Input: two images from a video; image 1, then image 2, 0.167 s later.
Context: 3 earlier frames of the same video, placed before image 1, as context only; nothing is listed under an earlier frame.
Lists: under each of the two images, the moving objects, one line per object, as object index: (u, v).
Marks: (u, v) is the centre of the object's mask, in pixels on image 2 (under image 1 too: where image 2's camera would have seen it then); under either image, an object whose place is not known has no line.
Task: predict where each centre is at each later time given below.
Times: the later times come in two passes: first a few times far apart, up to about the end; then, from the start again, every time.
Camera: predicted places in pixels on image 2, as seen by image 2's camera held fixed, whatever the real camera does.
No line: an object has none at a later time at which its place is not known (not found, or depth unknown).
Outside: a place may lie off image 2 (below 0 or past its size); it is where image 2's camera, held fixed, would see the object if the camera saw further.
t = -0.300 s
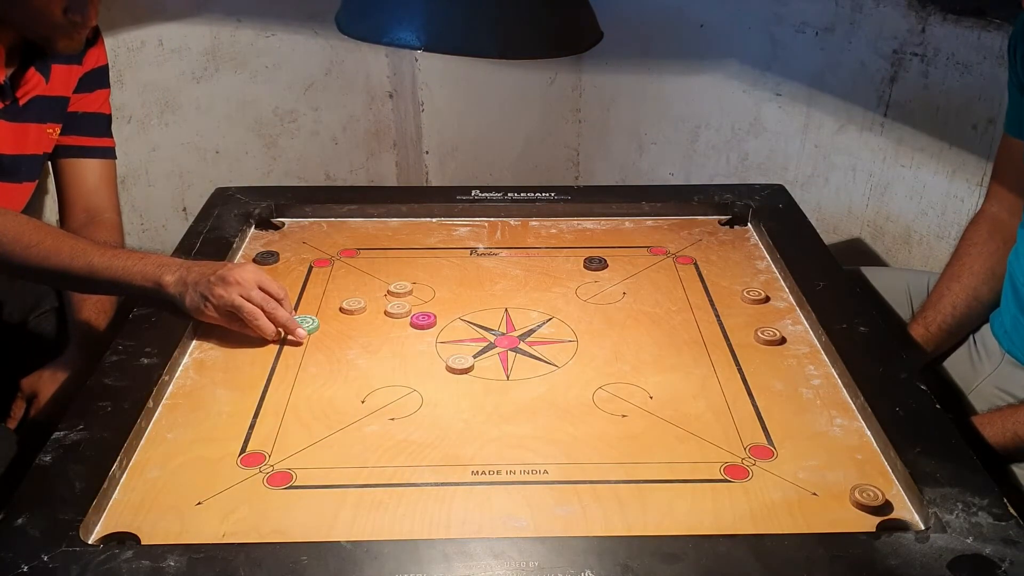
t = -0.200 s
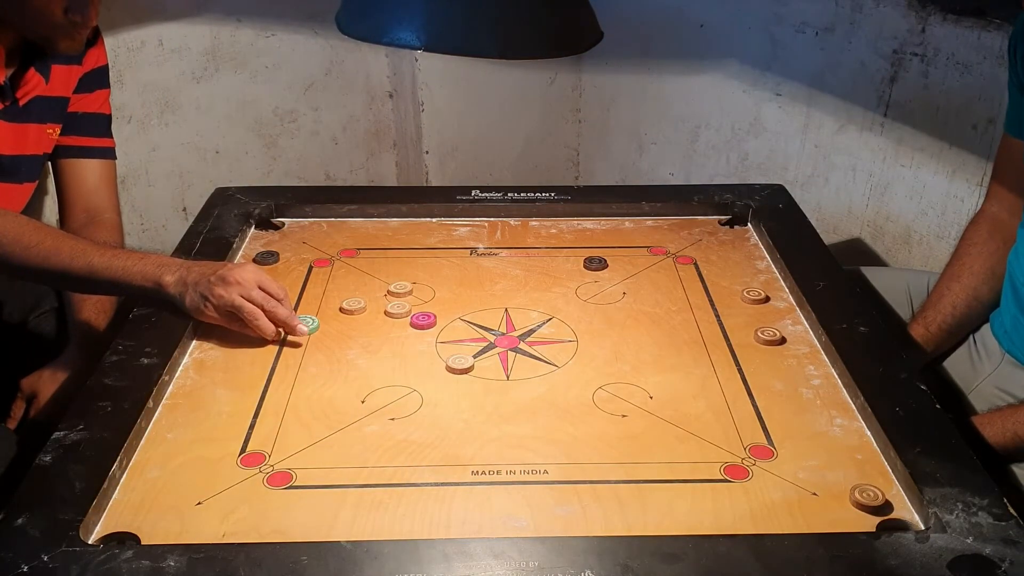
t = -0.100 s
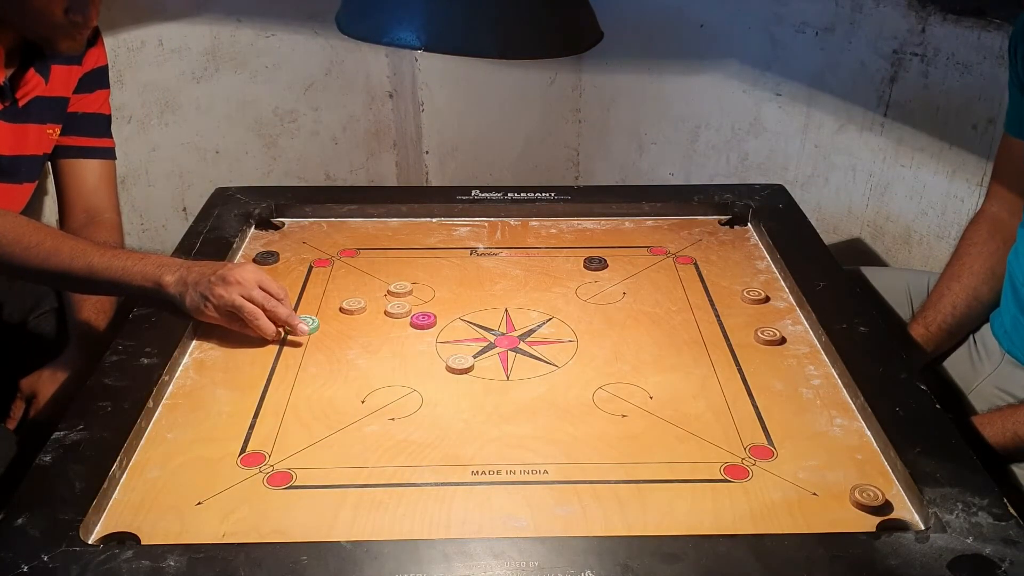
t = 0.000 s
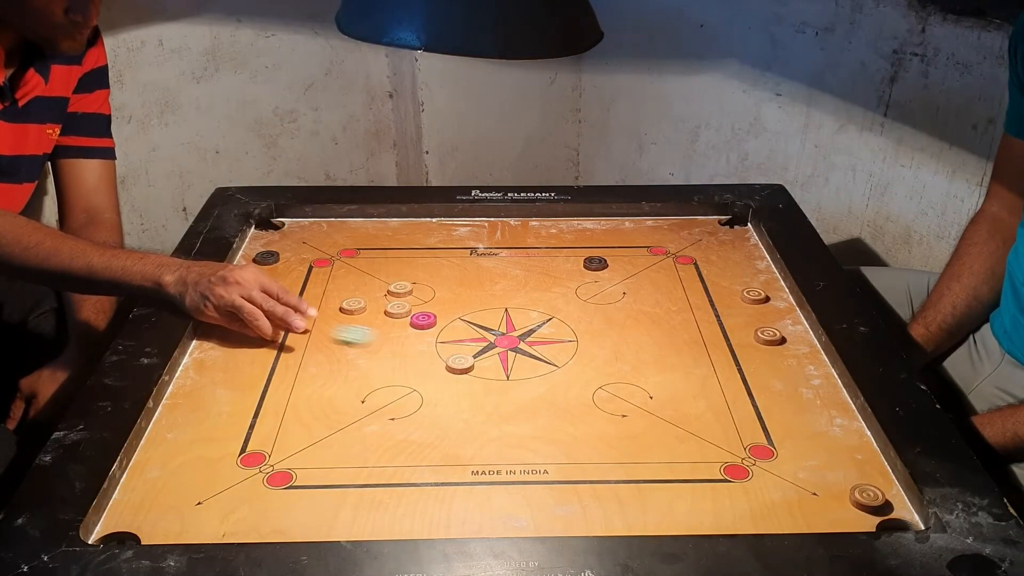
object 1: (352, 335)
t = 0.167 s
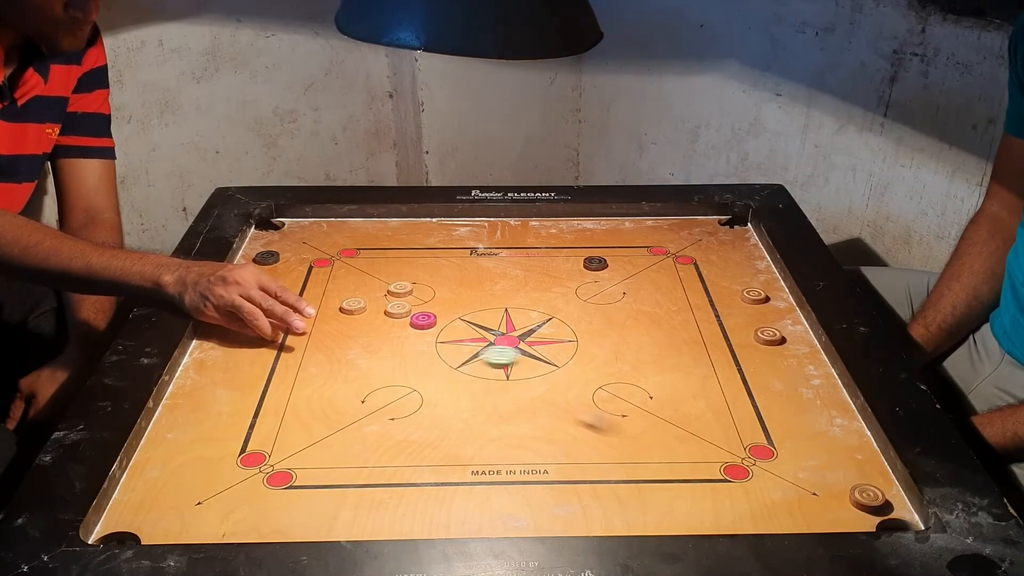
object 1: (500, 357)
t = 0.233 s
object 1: (538, 359)
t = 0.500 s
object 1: (655, 366)
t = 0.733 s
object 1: (706, 368)
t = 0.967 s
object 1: (715, 368)
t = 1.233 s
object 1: (715, 368)
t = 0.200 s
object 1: (519, 358)
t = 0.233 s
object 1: (538, 359)
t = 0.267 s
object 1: (555, 360)
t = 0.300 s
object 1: (573, 361)
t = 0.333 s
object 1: (589, 362)
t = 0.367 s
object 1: (604, 363)
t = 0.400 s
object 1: (618, 364)
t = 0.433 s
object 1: (631, 365)
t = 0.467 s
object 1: (644, 366)
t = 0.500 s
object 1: (655, 366)
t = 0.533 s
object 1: (665, 367)
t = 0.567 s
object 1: (674, 367)
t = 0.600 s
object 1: (683, 368)
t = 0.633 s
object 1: (690, 368)
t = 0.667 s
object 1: (697, 368)
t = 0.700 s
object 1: (702, 368)
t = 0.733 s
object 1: (706, 368)
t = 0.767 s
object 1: (710, 368)
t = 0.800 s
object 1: (712, 368)
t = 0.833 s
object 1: (714, 368)
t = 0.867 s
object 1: (714, 368)
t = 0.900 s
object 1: (715, 368)
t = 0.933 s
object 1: (715, 368)
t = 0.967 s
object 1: (715, 368)
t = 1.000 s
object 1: (715, 368)
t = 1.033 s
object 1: (715, 368)
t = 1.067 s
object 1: (715, 368)
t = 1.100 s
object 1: (715, 368)
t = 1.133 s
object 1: (715, 368)
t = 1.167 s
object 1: (715, 368)
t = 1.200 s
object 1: (715, 368)
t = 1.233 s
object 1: (715, 368)
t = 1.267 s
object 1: (715, 368)
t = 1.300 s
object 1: (715, 368)
